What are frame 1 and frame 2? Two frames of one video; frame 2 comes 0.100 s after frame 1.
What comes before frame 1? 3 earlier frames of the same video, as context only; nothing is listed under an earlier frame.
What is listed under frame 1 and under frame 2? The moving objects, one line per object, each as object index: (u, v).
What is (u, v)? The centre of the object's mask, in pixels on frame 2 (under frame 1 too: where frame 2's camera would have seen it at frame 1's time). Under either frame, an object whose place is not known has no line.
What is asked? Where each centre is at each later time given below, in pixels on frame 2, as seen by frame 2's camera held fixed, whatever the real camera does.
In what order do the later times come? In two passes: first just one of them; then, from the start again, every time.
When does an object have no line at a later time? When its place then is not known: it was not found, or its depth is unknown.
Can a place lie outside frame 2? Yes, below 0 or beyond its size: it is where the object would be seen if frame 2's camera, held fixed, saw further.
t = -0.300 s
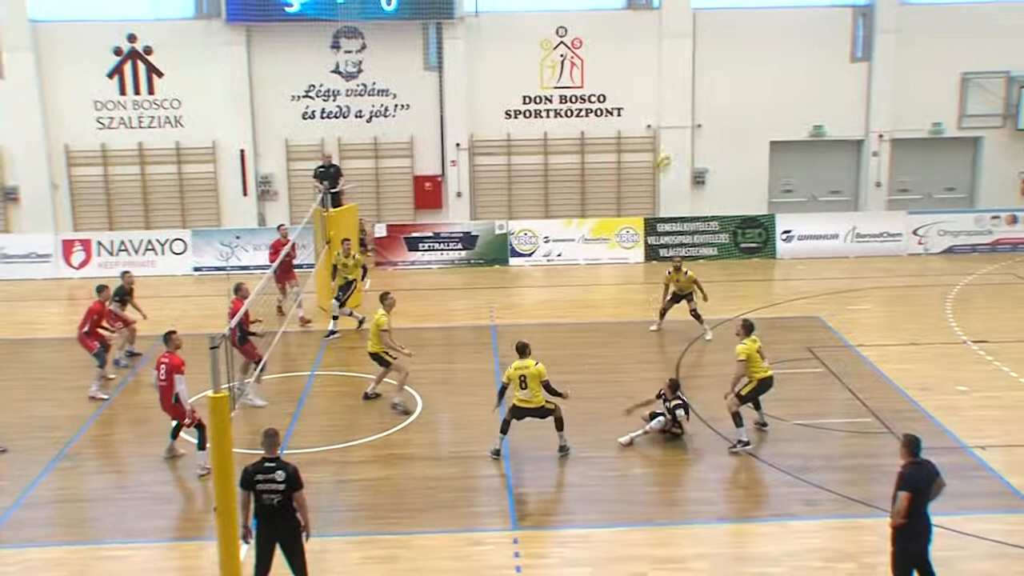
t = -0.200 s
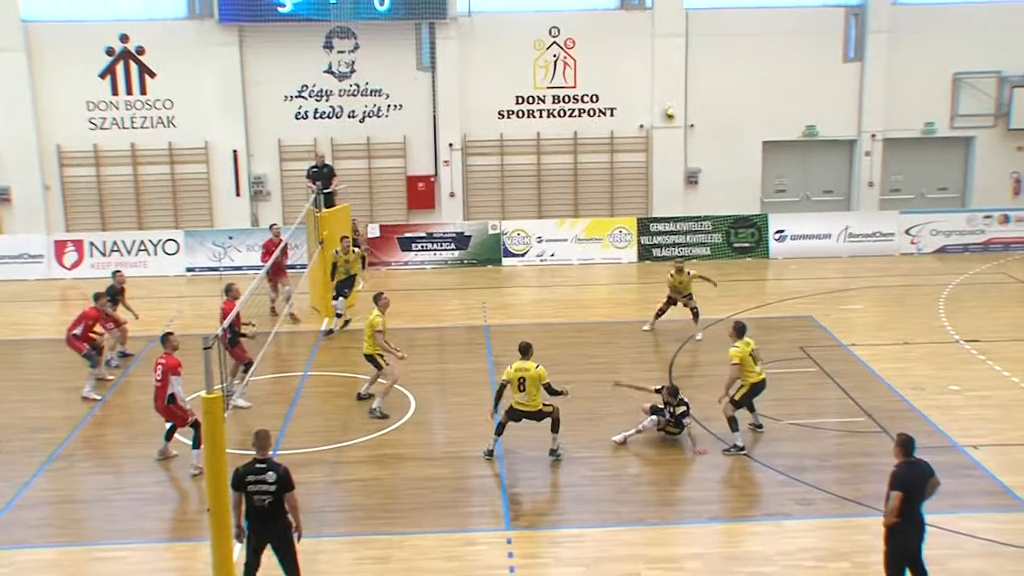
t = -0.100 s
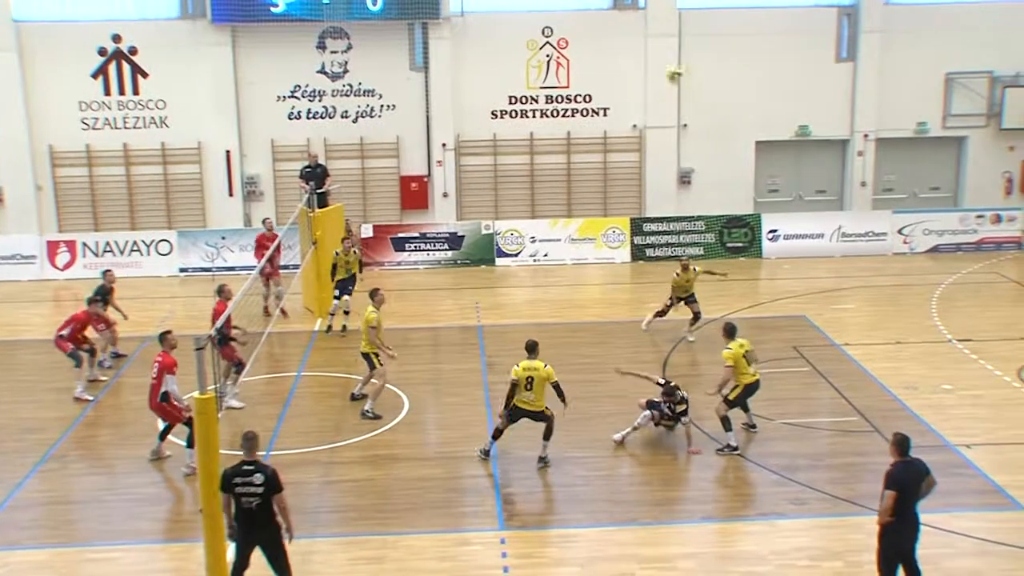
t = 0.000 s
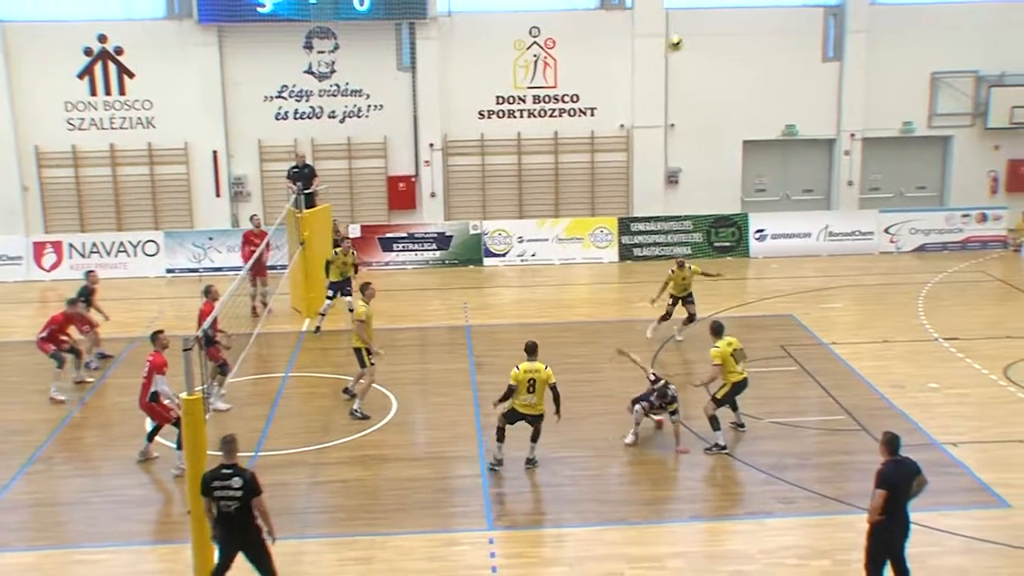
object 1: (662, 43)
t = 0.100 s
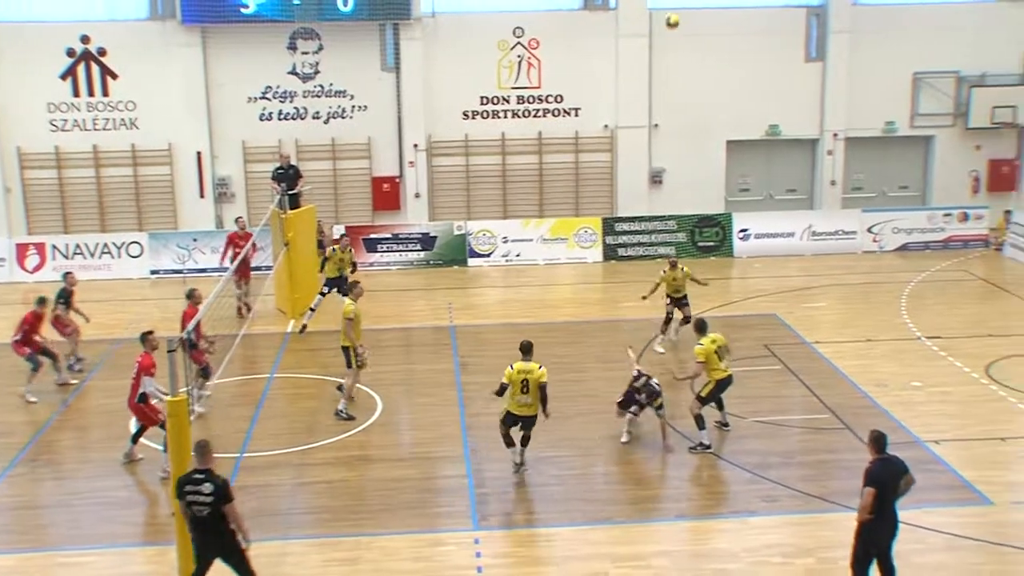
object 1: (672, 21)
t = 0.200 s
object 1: (681, 8)
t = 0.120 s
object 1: (673, 18)
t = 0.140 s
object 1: (675, 16)
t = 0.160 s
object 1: (678, 12)
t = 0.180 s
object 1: (679, 10)
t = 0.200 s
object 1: (681, 8)
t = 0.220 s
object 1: (683, 6)
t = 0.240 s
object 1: (685, 5)
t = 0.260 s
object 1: (687, 3)
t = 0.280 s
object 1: (689, 3)
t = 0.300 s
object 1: (691, 2)
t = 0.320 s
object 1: (693, 1)
